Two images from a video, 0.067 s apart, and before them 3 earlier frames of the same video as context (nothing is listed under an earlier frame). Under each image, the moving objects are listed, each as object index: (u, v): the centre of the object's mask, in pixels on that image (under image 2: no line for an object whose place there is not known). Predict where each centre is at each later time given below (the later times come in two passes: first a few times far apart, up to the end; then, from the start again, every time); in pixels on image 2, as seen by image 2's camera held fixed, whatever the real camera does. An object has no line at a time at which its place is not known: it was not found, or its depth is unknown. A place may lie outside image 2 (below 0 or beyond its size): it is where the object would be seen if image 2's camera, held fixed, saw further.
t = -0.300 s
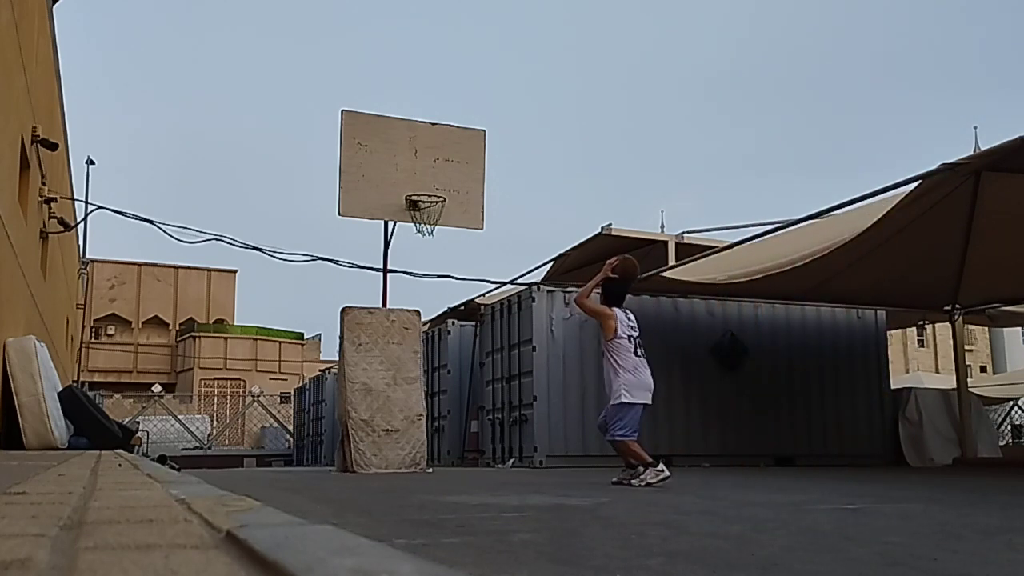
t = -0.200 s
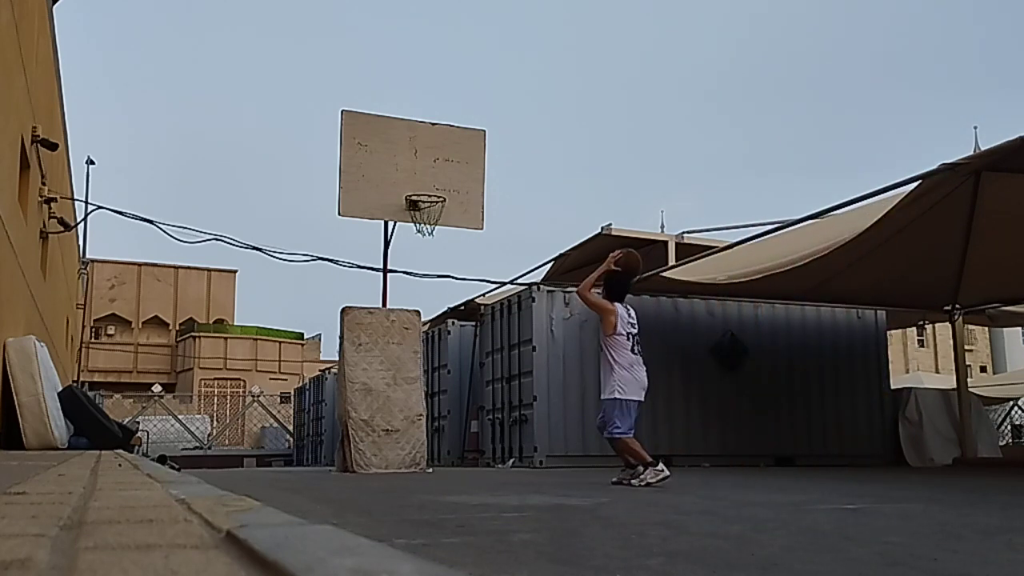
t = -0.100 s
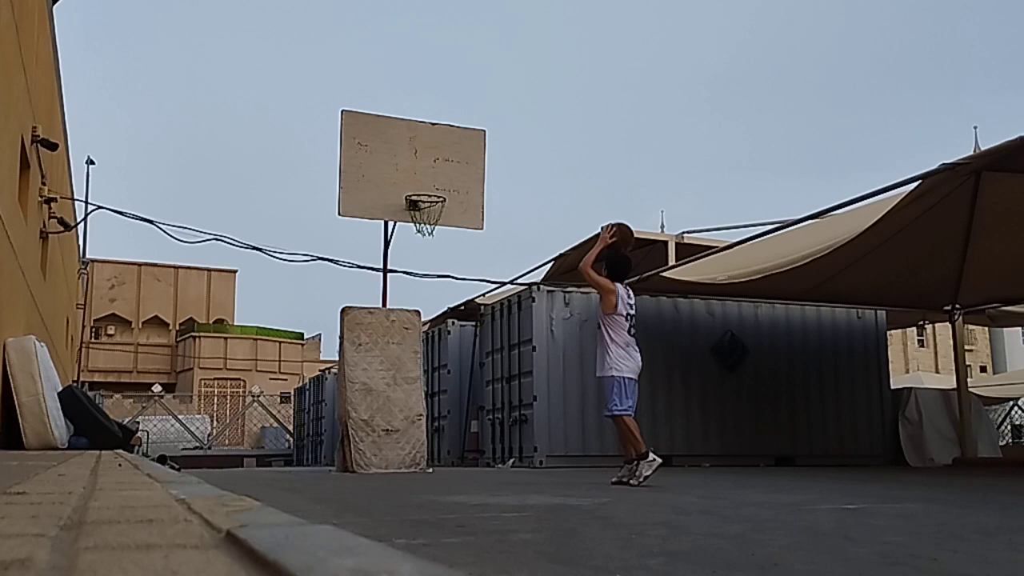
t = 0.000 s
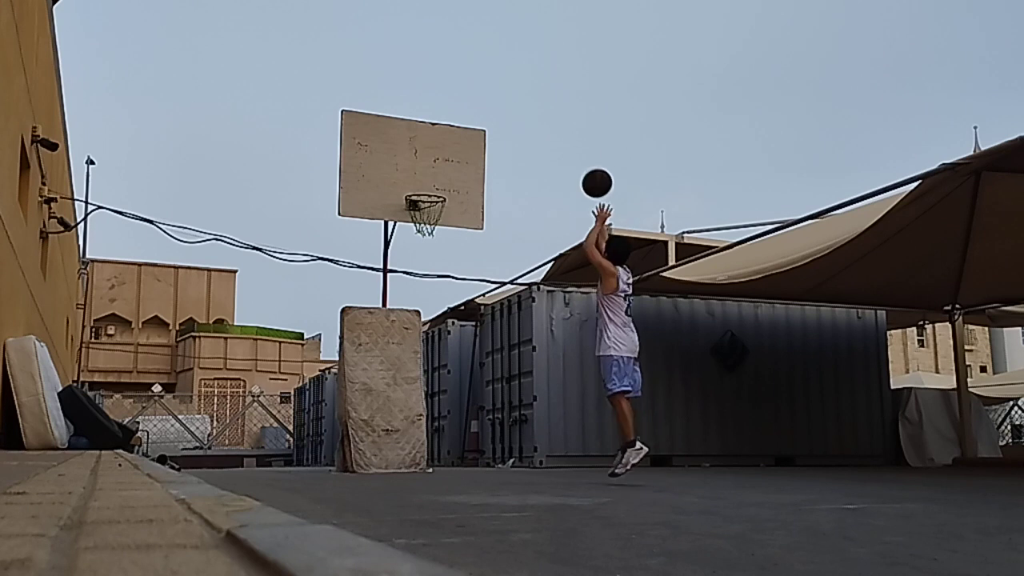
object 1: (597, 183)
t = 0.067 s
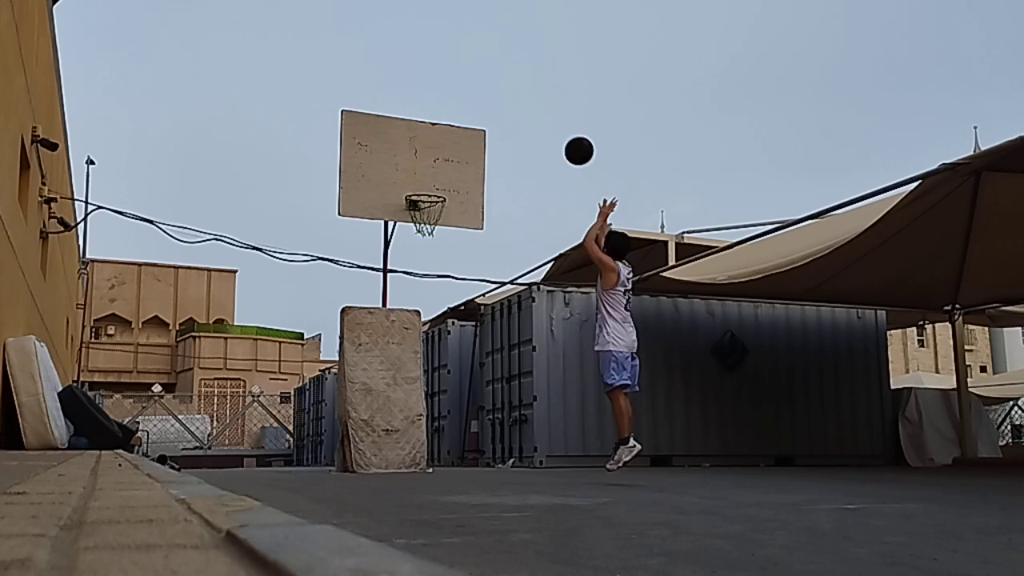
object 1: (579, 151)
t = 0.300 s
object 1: (525, 88)
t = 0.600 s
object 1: (468, 96)
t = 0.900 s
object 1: (423, 178)
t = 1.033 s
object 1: (420, 208)
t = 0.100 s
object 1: (570, 137)
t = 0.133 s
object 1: (562, 125)
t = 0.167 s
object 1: (554, 115)
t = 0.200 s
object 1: (546, 106)
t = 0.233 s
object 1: (539, 99)
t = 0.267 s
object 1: (532, 93)
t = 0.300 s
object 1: (525, 88)
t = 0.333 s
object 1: (518, 85)
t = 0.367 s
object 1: (511, 83)
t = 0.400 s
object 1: (504, 81)
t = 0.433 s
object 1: (498, 81)
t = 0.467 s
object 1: (492, 82)
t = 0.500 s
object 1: (486, 84)
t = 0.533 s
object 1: (480, 87)
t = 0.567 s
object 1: (474, 91)
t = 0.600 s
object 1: (468, 96)
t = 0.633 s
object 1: (463, 102)
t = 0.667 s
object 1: (458, 109)
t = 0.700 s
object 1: (452, 116)
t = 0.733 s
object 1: (448, 125)
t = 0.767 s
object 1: (442, 134)
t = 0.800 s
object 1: (437, 144)
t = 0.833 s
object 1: (433, 154)
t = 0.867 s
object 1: (428, 166)
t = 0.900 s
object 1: (423, 178)
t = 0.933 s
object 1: (419, 190)
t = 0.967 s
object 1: (418, 197)
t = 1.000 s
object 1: (416, 203)
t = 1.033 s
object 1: (420, 208)
